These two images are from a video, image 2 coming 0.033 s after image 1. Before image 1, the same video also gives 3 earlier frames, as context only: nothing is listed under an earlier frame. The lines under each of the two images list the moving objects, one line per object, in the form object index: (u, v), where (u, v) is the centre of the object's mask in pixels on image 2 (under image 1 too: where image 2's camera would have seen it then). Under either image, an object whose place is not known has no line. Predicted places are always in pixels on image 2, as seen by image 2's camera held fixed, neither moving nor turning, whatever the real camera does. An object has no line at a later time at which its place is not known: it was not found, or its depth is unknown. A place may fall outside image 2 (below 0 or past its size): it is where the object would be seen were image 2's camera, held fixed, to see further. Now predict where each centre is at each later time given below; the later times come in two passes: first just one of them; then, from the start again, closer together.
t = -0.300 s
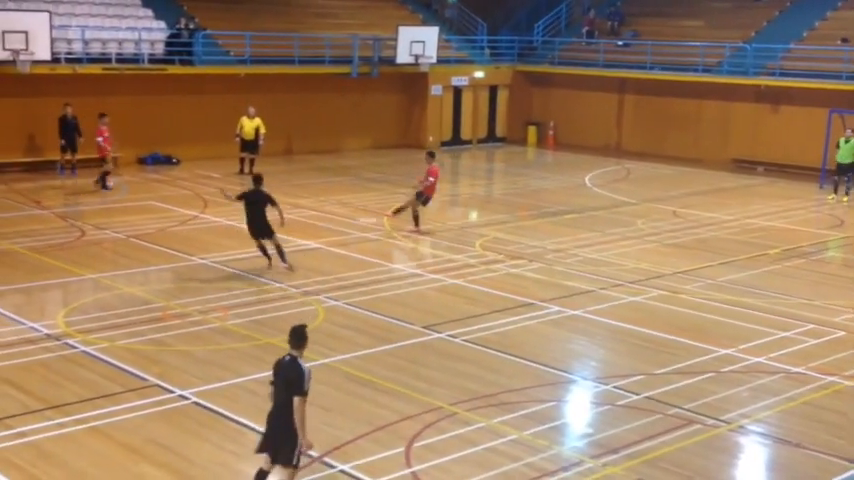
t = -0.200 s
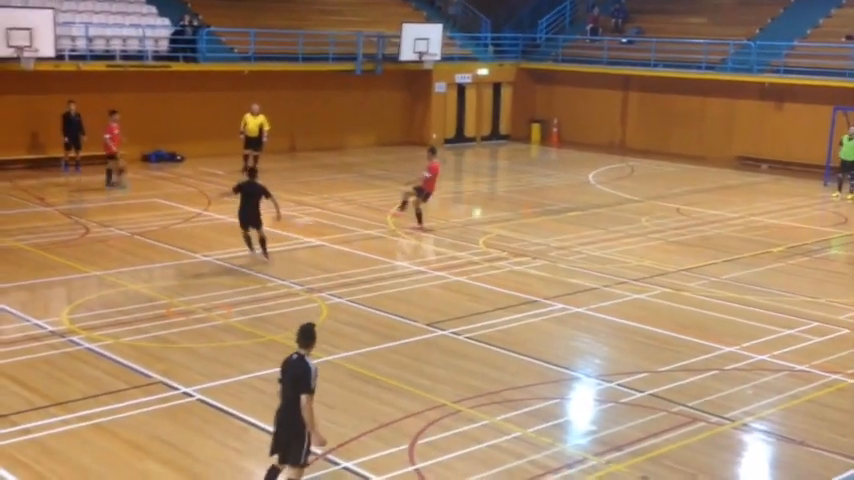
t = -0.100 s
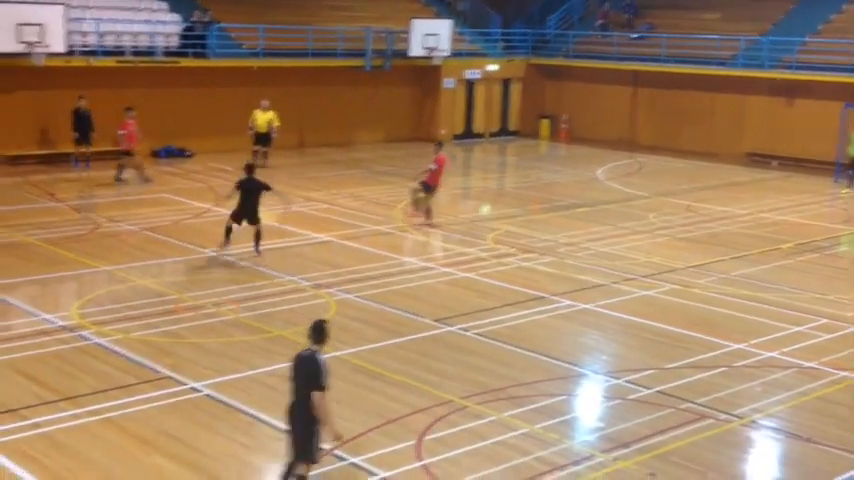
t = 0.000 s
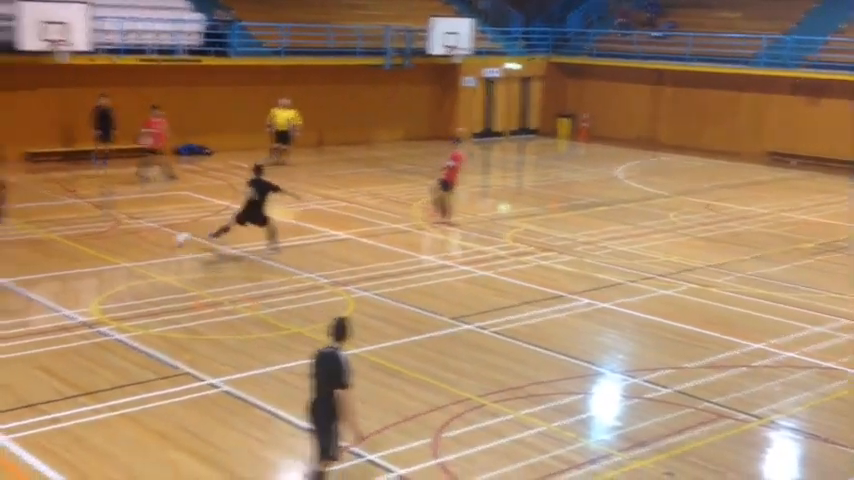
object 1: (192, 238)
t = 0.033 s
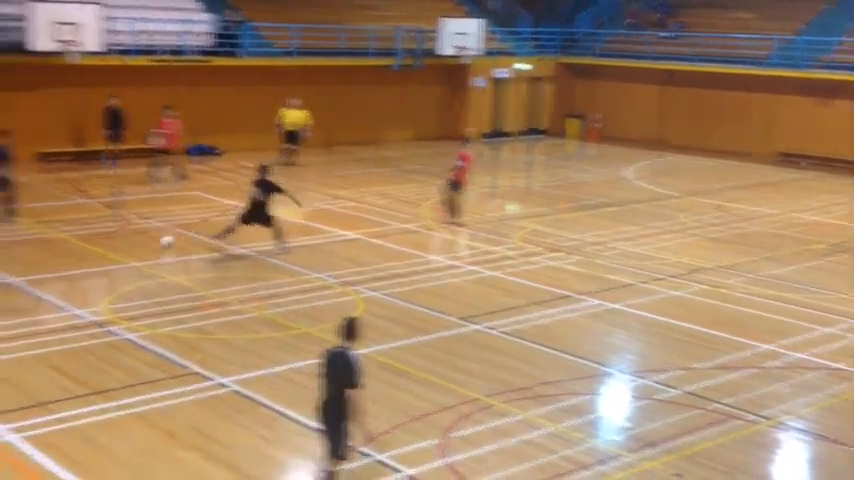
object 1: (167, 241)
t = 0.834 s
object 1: (-394, 298)
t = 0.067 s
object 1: (145, 241)
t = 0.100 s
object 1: (123, 244)
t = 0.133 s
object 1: (98, 245)
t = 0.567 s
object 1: (-187, 277)
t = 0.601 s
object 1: (-208, 278)
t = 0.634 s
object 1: (-231, 281)
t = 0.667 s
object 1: (-259, 285)
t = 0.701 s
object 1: (-283, 287)
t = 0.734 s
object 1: (-310, 288)
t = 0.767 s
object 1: (-337, 293)
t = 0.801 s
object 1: (-365, 296)
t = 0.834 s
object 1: (-394, 298)
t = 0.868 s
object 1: (-423, 301)
